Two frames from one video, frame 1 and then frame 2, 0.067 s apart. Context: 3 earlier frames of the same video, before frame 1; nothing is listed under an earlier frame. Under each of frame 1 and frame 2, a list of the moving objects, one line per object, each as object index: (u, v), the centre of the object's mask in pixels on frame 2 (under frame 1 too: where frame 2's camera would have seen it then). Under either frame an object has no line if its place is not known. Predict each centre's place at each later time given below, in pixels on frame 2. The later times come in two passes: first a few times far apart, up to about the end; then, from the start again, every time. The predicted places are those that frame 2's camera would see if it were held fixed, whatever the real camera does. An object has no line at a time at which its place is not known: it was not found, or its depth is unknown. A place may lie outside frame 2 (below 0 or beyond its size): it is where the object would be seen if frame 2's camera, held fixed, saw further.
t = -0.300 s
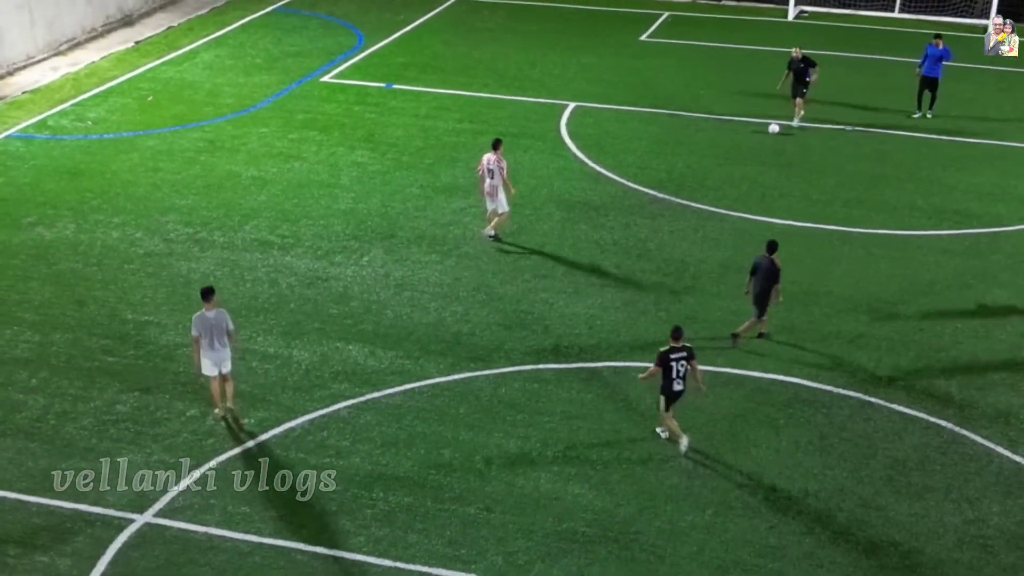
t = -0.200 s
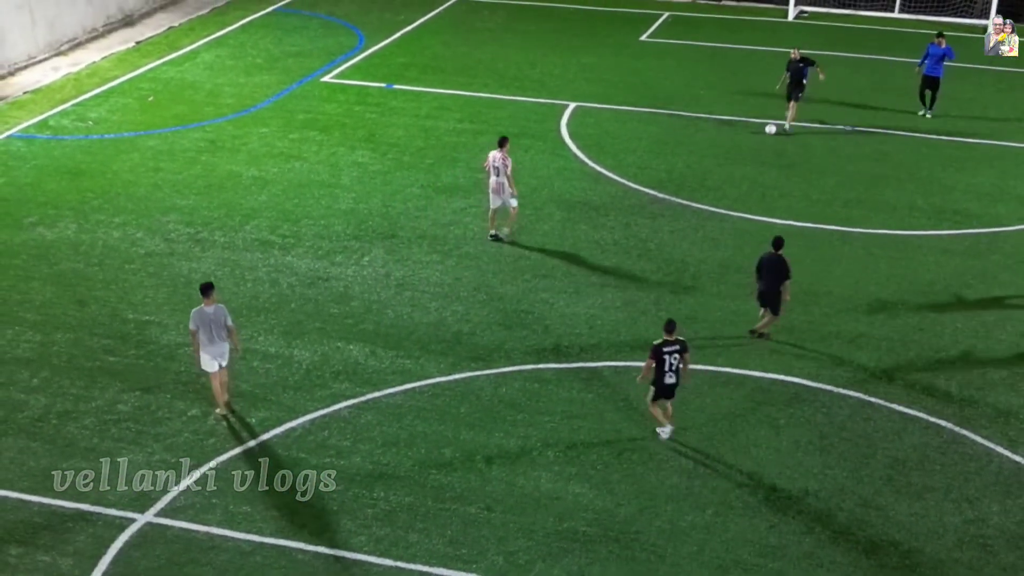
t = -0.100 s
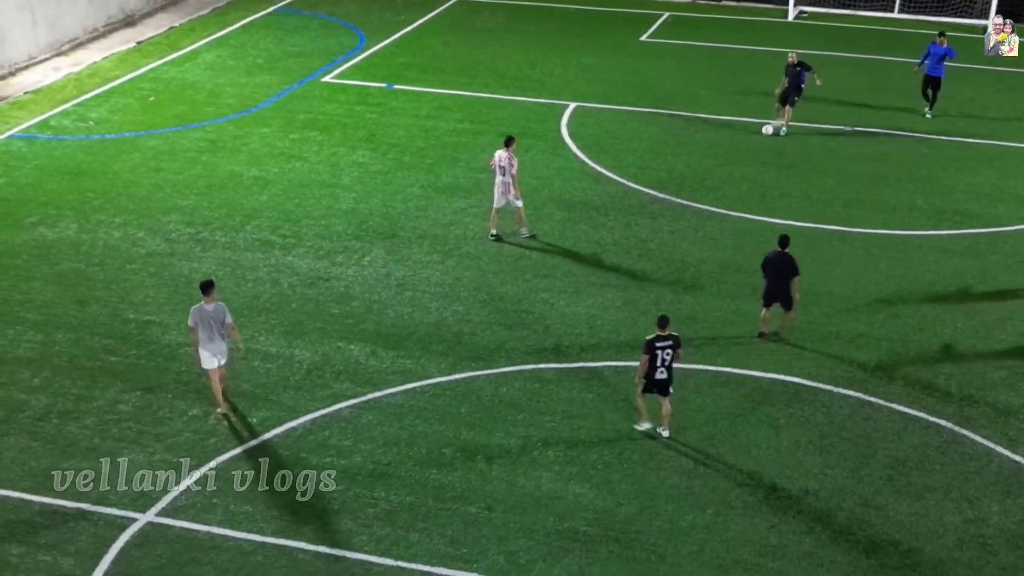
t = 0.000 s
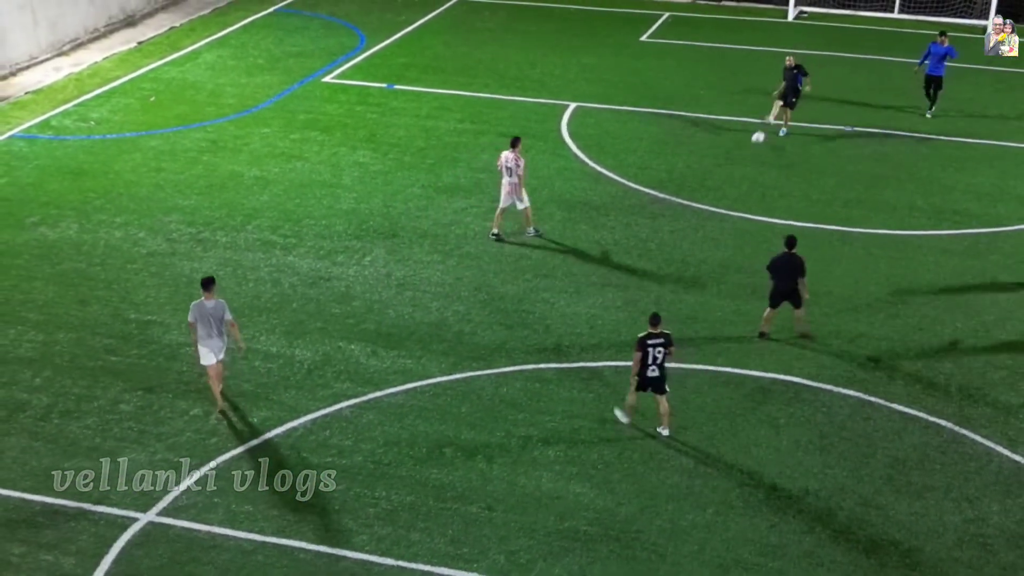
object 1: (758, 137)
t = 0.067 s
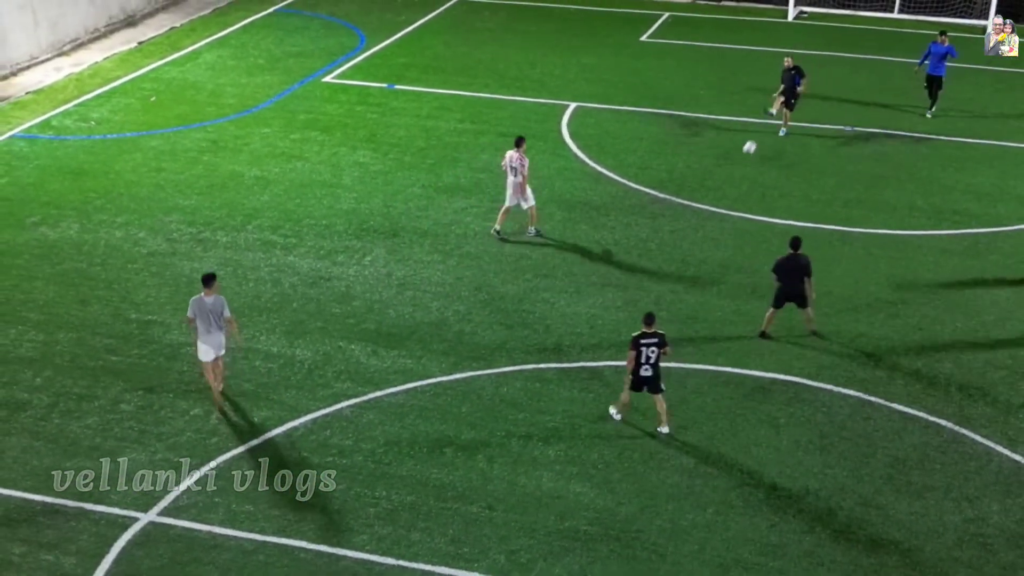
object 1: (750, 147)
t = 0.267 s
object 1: (726, 187)
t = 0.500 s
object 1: (707, 213)
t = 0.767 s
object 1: (685, 265)
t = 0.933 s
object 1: (673, 292)
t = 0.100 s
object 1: (746, 153)
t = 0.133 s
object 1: (741, 160)
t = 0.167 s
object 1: (737, 167)
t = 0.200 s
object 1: (733, 175)
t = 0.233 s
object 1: (729, 183)
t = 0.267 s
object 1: (726, 187)
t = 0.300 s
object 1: (723, 188)
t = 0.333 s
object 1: (721, 190)
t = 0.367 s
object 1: (718, 194)
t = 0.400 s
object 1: (716, 198)
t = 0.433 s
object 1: (713, 201)
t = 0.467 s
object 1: (710, 207)
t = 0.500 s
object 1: (707, 213)
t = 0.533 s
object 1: (704, 220)
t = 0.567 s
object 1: (701, 228)
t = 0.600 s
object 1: (699, 235)
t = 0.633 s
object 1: (695, 244)
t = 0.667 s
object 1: (693, 254)
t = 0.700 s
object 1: (690, 259)
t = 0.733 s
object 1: (687, 262)
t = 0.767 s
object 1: (685, 265)
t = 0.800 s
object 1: (683, 269)
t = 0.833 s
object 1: (680, 273)
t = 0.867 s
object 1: (678, 279)
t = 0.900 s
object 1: (675, 285)
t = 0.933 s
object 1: (673, 292)
